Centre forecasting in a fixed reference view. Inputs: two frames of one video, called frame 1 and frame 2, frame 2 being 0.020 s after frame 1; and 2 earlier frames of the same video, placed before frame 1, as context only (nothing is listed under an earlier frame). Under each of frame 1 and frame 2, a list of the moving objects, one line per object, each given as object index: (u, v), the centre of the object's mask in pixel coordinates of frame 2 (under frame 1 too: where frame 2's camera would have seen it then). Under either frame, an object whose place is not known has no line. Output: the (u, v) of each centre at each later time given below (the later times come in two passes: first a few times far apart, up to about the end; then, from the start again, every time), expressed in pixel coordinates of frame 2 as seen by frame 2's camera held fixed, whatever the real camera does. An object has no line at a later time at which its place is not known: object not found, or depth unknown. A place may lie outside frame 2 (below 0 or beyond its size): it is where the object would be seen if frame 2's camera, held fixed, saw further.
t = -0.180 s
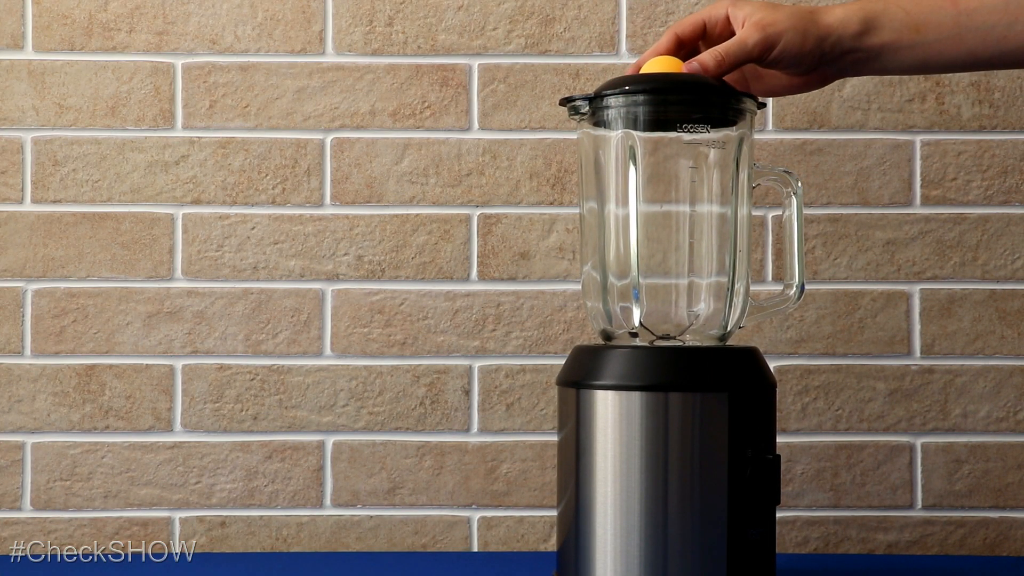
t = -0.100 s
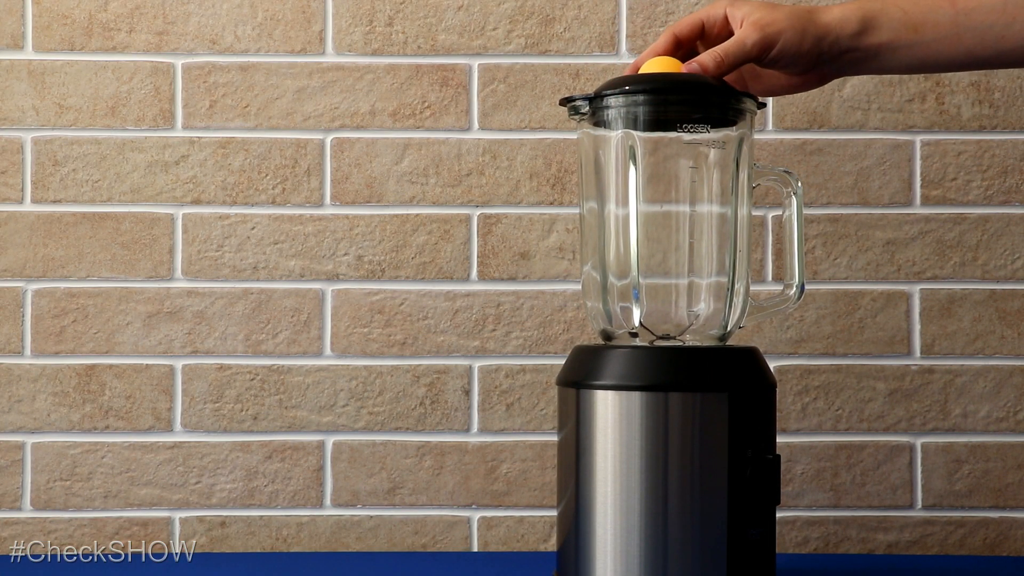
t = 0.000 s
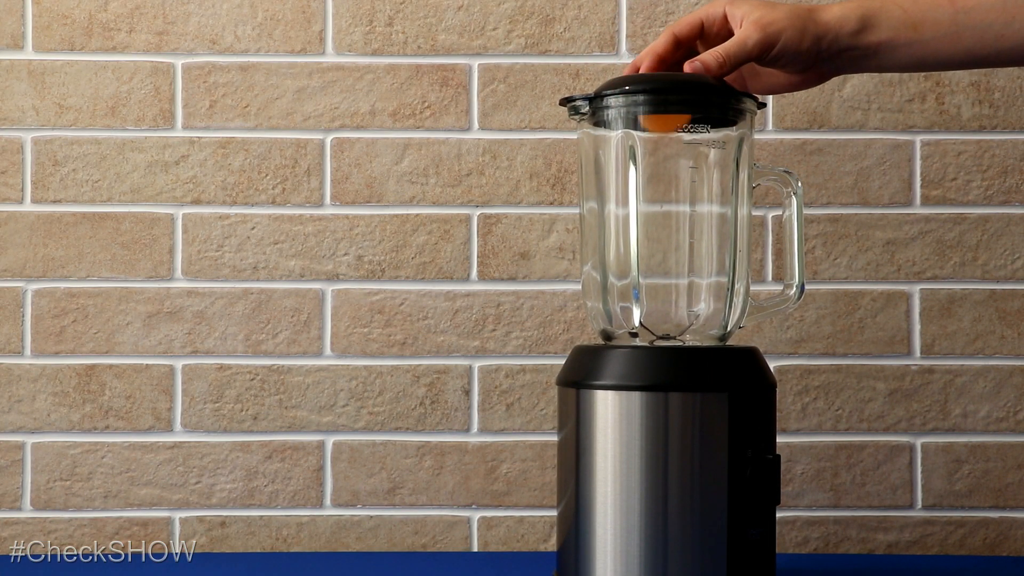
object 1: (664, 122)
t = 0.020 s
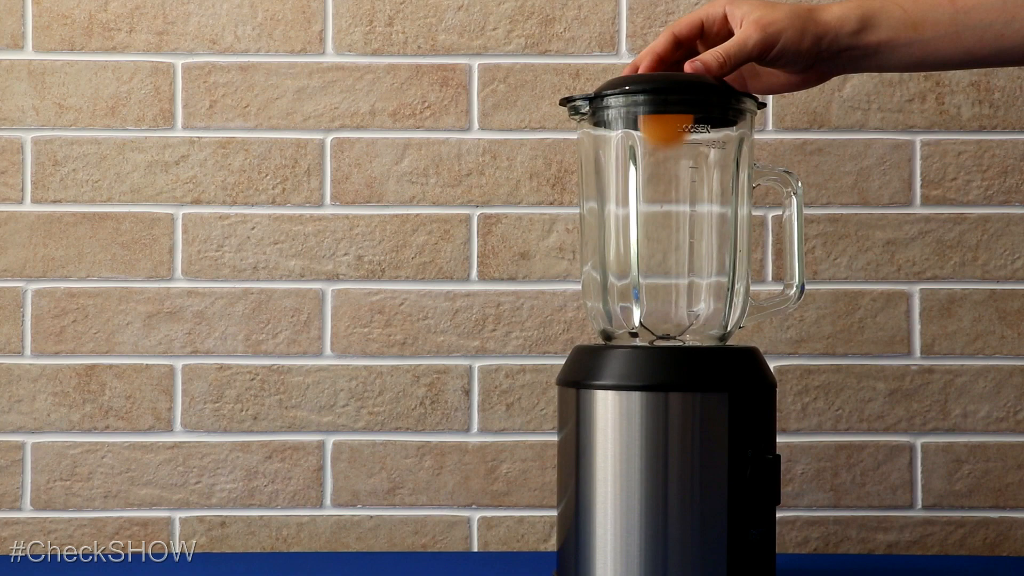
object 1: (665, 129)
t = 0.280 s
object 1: (646, 243)
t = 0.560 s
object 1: (657, 306)
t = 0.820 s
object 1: (657, 312)
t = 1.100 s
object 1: (656, 312)
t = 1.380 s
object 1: (656, 313)
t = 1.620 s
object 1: (656, 312)
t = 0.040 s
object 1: (667, 138)
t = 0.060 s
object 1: (668, 160)
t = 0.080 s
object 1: (669, 189)
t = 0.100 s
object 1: (671, 223)
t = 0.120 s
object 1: (672, 268)
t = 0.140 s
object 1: (672, 311)
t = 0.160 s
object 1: (667, 295)
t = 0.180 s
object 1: (662, 272)
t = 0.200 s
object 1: (651, 253)
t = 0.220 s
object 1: (647, 243)
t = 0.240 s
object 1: (647, 238)
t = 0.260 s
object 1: (646, 238)
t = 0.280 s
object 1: (646, 243)
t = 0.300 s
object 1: (646, 252)
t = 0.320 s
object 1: (646, 271)
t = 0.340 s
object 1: (647, 291)
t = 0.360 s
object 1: (654, 296)
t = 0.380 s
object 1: (659, 302)
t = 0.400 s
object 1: (654, 298)
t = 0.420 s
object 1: (649, 299)
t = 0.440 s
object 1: (647, 300)
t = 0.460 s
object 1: (648, 300)
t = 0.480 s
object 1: (651, 303)
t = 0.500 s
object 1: (653, 302)
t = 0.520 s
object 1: (657, 304)
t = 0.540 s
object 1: (658, 306)
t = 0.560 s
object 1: (657, 306)
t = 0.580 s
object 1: (657, 309)
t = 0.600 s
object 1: (658, 310)
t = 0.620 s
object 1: (657, 310)
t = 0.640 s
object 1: (658, 309)
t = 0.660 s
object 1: (658, 309)
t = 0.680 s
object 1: (658, 310)
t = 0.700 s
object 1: (658, 311)
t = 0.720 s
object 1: (658, 311)
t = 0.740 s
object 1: (657, 311)
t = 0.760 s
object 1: (658, 311)
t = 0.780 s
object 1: (657, 311)
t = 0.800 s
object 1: (657, 311)
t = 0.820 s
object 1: (657, 312)
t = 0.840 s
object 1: (656, 313)
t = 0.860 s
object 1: (656, 312)
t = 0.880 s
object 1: (656, 312)
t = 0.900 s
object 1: (656, 312)
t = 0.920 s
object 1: (656, 312)
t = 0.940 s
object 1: (656, 312)
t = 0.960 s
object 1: (656, 313)
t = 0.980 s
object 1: (656, 312)
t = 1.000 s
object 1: (655, 314)
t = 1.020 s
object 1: (656, 313)
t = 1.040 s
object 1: (656, 313)
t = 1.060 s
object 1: (656, 312)
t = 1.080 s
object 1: (656, 312)
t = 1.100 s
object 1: (656, 312)
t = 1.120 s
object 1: (656, 313)
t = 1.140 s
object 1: (656, 313)
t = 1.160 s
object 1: (656, 313)
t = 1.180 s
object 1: (656, 312)
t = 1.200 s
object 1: (656, 312)
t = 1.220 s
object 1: (656, 312)
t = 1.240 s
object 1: (656, 313)
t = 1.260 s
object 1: (656, 313)
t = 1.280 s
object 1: (656, 312)
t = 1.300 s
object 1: (656, 312)
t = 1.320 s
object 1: (656, 312)
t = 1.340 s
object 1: (656, 313)
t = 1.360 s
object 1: (656, 314)
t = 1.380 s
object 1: (656, 313)
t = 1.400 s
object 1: (656, 313)
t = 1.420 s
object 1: (655, 314)
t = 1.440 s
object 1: (656, 312)
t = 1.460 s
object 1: (656, 312)
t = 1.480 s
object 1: (656, 313)
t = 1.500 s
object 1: (656, 313)
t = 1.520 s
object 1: (656, 312)
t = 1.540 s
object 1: (656, 313)
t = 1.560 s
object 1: (655, 314)
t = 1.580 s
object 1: (656, 312)
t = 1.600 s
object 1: (656, 313)
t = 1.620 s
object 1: (656, 312)
